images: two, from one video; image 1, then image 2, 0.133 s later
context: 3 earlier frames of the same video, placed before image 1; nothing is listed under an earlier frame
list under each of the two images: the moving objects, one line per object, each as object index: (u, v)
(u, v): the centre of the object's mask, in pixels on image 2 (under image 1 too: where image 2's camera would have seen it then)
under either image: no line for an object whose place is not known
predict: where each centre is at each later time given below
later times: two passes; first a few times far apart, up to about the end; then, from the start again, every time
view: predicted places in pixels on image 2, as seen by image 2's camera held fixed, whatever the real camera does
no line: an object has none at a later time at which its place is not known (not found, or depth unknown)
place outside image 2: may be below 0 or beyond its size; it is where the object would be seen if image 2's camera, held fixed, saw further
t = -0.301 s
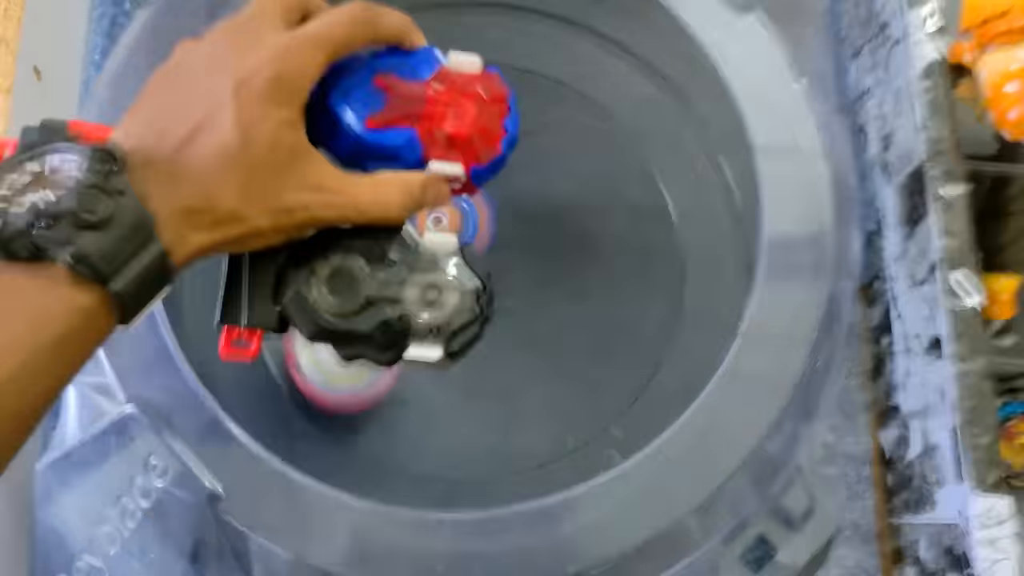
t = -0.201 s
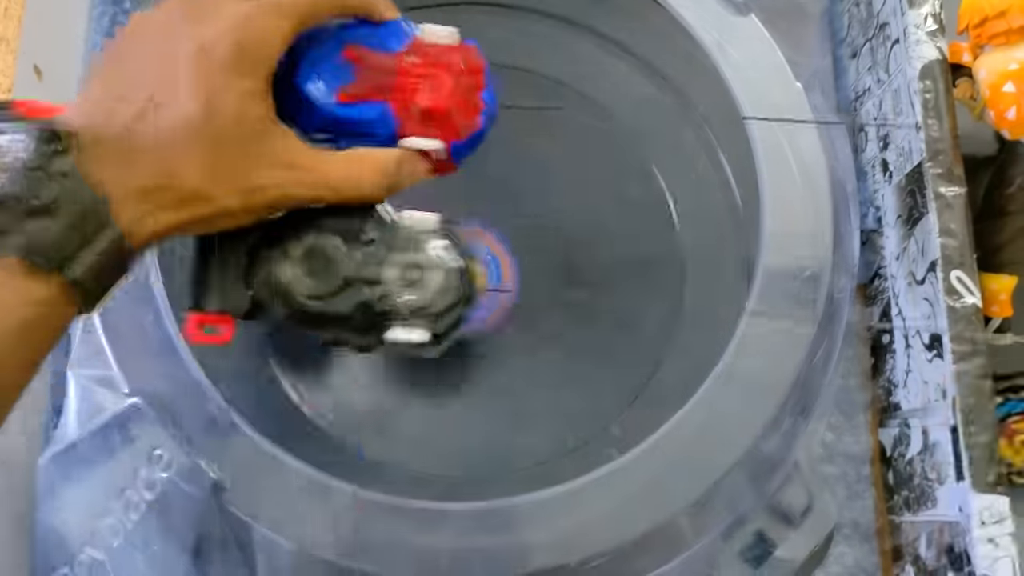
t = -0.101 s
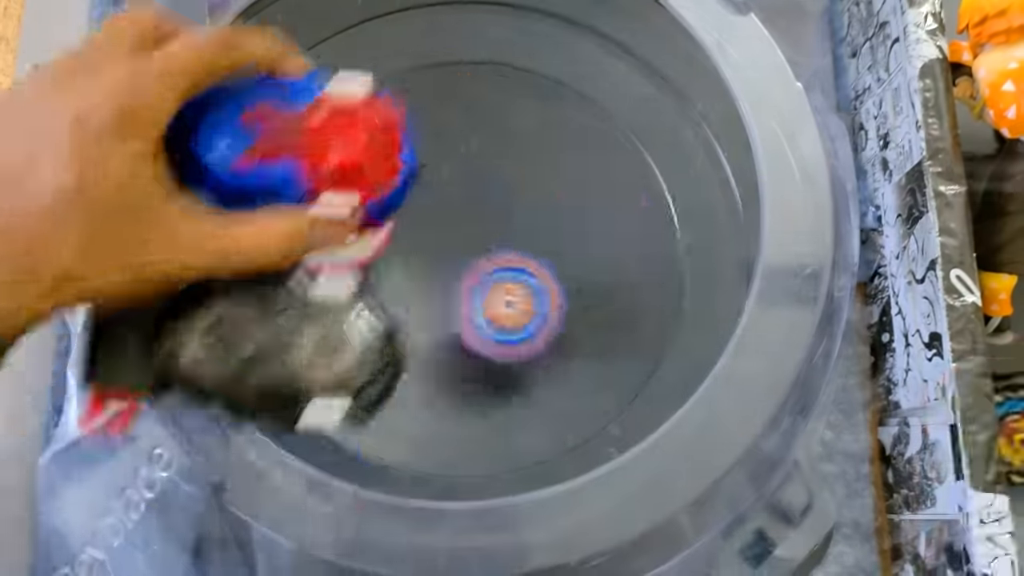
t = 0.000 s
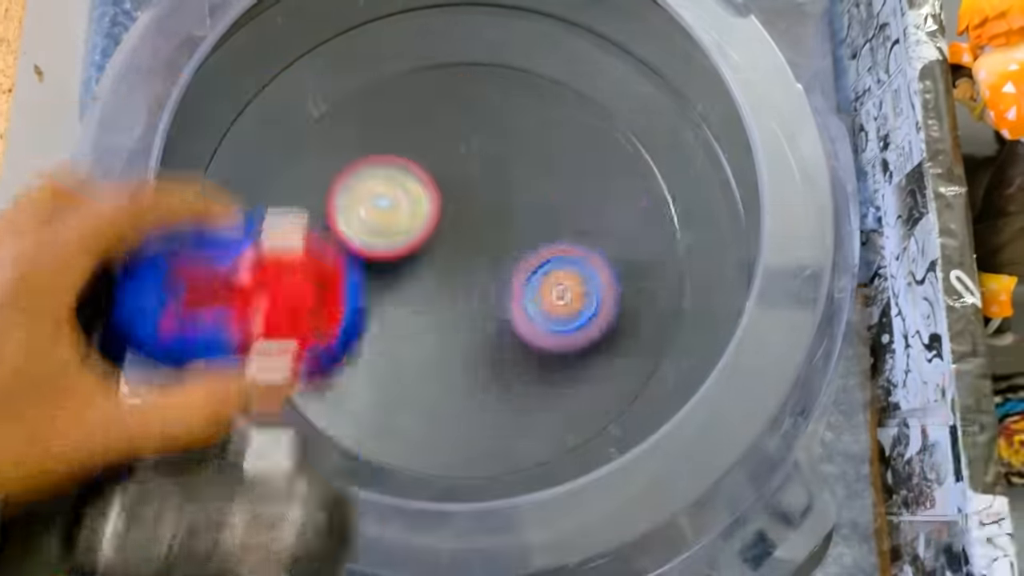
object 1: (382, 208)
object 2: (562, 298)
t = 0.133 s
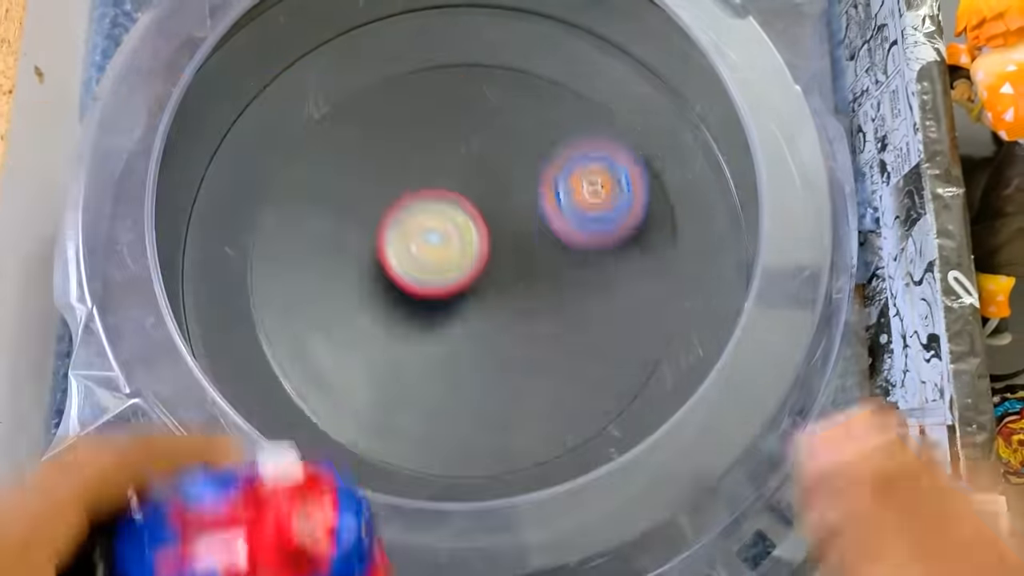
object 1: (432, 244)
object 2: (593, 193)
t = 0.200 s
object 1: (445, 274)
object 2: (558, 131)
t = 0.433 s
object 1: (531, 235)
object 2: (293, 179)
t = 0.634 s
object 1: (407, 186)
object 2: (309, 446)
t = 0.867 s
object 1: (403, 351)
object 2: (567, 478)
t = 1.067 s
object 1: (568, 322)
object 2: (720, 338)
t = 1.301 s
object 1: (530, 144)
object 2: (674, 111)
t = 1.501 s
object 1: (369, 161)
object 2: (458, 28)
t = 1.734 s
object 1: (363, 341)
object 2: (225, 121)
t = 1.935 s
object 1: (532, 368)
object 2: (249, 388)
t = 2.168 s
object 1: (591, 192)
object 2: (518, 519)
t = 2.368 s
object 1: (449, 119)
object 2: (662, 369)
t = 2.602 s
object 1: (328, 250)
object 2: (683, 142)
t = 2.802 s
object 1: (422, 380)
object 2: (538, 25)
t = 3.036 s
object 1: (597, 309)
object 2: (232, 114)
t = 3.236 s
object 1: (567, 157)
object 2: (240, 377)
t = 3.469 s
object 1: (388, 150)
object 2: (568, 467)
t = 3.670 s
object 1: (338, 292)
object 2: (721, 200)
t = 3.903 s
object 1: (492, 386)
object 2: (453, 20)
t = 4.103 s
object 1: (602, 276)
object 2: (222, 136)
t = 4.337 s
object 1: (505, 135)
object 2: (279, 422)
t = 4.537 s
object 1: (363, 179)
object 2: (572, 465)
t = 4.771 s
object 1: (371, 346)
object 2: (715, 171)
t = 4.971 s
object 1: (522, 368)
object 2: (496, 21)
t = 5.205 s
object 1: (583, 213)
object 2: (226, 127)
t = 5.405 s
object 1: (465, 135)
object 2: (234, 367)
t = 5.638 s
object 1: (341, 237)
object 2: (497, 524)
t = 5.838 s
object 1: (410, 363)
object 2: (704, 332)
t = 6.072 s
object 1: (575, 310)
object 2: (636, 53)
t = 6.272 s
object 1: (555, 169)
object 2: (381, 25)
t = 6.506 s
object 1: (399, 155)
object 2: (199, 204)
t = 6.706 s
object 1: (349, 274)
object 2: (270, 412)
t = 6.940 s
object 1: (472, 366)
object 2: (480, 522)
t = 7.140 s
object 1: (581, 281)
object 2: (628, 467)
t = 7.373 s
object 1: (507, 153)
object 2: (712, 313)
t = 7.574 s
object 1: (380, 190)
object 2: (716, 183)
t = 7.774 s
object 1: (377, 319)
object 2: (646, 74)
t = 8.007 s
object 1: (528, 347)
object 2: (508, 29)
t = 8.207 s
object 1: (571, 226)
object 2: (382, 38)
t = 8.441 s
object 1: (443, 159)
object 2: (270, 122)
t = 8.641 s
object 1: (360, 249)
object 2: (244, 253)
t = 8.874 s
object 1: (456, 354)
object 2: (396, 443)
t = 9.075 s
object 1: (564, 288)
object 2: (592, 398)
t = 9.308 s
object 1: (492, 149)
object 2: (609, 197)
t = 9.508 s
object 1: (331, 133)
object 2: (521, 160)
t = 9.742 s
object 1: (263, 246)
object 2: (385, 292)
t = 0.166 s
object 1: (439, 258)
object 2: (581, 161)
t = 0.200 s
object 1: (445, 274)
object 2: (558, 131)
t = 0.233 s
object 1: (457, 288)
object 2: (529, 110)
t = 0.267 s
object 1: (472, 295)
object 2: (490, 97)
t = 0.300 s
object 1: (490, 296)
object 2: (449, 93)
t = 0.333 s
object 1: (507, 290)
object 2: (408, 99)
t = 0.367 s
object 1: (521, 277)
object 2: (365, 117)
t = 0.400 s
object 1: (530, 258)
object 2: (327, 144)
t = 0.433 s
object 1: (531, 235)
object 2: (293, 179)
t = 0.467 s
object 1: (524, 213)
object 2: (270, 220)
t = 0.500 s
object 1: (508, 193)
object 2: (255, 268)
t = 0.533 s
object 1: (486, 180)
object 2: (251, 320)
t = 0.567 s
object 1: (460, 174)
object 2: (264, 368)
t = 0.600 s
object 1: (433, 176)
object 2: (285, 410)
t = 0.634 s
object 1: (407, 186)
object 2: (309, 446)
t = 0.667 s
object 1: (384, 203)
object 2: (324, 498)
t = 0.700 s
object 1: (368, 225)
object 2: (370, 518)
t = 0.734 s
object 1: (360, 251)
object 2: (413, 536)
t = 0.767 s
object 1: (359, 279)
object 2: (454, 548)
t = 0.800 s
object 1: (366, 306)
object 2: (487, 548)
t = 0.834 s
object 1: (382, 331)
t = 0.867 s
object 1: (403, 351)
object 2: (567, 478)
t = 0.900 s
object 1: (430, 364)
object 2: (594, 463)
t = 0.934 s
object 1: (461, 370)
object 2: (629, 441)
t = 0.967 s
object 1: (490, 368)
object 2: (658, 419)
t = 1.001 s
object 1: (519, 359)
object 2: (684, 394)
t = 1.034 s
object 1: (547, 343)
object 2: (706, 367)
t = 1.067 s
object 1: (568, 322)
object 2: (720, 338)
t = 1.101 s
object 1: (582, 295)
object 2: (732, 304)
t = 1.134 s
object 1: (590, 267)
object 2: (740, 270)
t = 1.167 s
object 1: (590, 238)
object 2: (742, 235)
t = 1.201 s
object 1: (583, 209)
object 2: (740, 198)
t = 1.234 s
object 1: (571, 183)
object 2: (726, 164)
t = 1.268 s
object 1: (552, 160)
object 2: (703, 137)
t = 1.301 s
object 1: (530, 144)
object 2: (674, 111)
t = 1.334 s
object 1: (505, 133)
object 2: (639, 88)
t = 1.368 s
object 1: (476, 127)
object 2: (601, 69)
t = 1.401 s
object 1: (447, 127)
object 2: (567, 51)
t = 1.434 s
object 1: (419, 133)
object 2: (531, 41)
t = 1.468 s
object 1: (392, 144)
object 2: (493, 33)
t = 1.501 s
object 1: (369, 161)
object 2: (458, 28)
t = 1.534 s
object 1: (351, 181)
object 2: (422, 24)
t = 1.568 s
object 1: (338, 206)
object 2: (384, 21)
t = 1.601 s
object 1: (331, 234)
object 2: (348, 26)
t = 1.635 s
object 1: (328, 262)
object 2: (315, 36)
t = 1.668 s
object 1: (333, 290)
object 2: (284, 56)
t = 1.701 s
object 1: (345, 317)
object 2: (253, 87)
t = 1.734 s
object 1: (363, 341)
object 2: (225, 121)
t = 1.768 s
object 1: (384, 361)
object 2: (208, 169)
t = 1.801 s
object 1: (411, 374)
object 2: (197, 216)
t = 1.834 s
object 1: (441, 382)
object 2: (199, 263)
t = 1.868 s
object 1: (471, 384)
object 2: (207, 308)
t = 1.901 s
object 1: (502, 379)
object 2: (225, 352)
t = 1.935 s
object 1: (532, 368)
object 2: (249, 388)
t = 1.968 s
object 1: (557, 351)
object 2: (272, 425)
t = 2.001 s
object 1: (578, 330)
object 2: (296, 472)
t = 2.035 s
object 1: (593, 304)
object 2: (337, 496)
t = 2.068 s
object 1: (602, 276)
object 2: (384, 515)
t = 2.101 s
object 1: (604, 247)
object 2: (432, 525)
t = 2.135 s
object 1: (600, 219)
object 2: (477, 524)
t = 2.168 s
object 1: (591, 192)
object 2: (518, 519)
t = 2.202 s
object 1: (576, 168)
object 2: (555, 505)
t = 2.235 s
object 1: (556, 148)
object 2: (587, 485)
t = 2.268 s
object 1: (532, 133)
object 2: (611, 460)
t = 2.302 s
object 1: (505, 122)
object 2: (624, 418)
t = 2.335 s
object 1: (478, 118)
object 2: (645, 395)
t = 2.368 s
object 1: (449, 119)
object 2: (662, 369)
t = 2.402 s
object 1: (421, 125)
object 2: (678, 340)
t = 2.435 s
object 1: (397, 136)
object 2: (689, 307)
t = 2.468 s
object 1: (373, 152)
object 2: (696, 275)
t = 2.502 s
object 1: (354, 172)
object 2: (697, 241)
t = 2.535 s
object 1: (340, 196)
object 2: (695, 208)
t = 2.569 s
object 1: (332, 223)
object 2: (691, 172)
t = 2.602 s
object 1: (328, 250)
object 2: (683, 142)
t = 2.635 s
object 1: (331, 277)
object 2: (672, 112)
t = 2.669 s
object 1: (339, 304)
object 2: (659, 81)
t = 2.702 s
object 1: (353, 331)
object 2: (641, 53)
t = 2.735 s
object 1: (372, 352)
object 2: (614, 38)
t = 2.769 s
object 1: (395, 369)
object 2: (577, 31)
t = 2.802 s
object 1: (422, 380)
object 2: (538, 25)
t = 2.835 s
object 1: (452, 387)
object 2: (489, 21)
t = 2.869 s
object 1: (480, 387)
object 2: (437, 21)
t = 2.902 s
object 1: (510, 382)
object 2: (390, 25)
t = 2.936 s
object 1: (537, 371)
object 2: (342, 34)
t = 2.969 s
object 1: (562, 355)
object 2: (298, 48)
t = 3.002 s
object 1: (583, 334)
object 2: (262, 77)
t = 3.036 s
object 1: (597, 309)
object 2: (232, 114)
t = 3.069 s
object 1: (605, 283)
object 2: (212, 157)
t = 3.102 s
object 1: (609, 255)
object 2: (199, 203)
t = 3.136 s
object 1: (606, 228)
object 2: (198, 250)
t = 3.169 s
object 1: (597, 202)
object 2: (204, 294)
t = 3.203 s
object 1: (584, 177)
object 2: (218, 337)
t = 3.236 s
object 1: (567, 157)
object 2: (240, 377)
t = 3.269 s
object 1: (544, 141)
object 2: (268, 409)
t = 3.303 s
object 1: (519, 131)
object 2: (302, 440)
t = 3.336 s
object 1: (493, 125)
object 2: (345, 464)
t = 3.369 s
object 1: (465, 123)
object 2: (388, 516)
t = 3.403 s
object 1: (439, 128)
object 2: (450, 528)
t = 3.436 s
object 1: (413, 137)
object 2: (510, 525)
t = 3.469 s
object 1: (388, 150)
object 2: (568, 467)
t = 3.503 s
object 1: (368, 167)
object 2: (617, 439)
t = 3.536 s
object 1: (352, 189)
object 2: (660, 402)
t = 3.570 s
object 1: (341, 213)
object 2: (692, 358)
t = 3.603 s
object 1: (335, 239)
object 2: (716, 304)
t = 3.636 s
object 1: (333, 264)
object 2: (724, 257)
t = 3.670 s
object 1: (338, 292)
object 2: (721, 200)
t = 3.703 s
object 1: (349, 318)
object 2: (704, 146)
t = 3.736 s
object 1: (364, 341)
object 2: (678, 99)
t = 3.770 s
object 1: (384, 360)
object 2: (639, 56)
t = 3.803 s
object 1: (408, 375)
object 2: (599, 36)
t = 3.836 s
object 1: (435, 384)
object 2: (550, 27)
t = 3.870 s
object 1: (462, 388)
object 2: (499, 21)
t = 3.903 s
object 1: (492, 386)
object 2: (453, 20)
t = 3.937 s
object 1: (520, 377)
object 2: (404, 23)
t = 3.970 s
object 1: (546, 365)
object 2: (356, 30)
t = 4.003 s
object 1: (568, 347)
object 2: (318, 41)
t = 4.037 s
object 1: (585, 327)
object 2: (277, 63)
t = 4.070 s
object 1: (596, 301)
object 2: (245, 98)
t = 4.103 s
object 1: (602, 276)
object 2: (222, 136)
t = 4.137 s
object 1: (602, 249)
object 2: (206, 178)
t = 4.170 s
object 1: (597, 223)
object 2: (198, 221)
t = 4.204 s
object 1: (587, 198)
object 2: (198, 266)
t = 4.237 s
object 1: (572, 176)
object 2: (207, 309)
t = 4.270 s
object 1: (552, 158)
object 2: (225, 351)
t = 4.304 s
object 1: (530, 145)
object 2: (249, 389)
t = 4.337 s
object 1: (505, 135)
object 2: (279, 422)
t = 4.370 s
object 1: (478, 131)
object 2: (317, 451)
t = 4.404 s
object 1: (453, 132)
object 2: (349, 504)
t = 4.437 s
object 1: (428, 138)
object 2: (407, 525)
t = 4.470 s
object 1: (403, 148)
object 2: (459, 529)
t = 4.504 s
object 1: (381, 162)
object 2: (519, 521)
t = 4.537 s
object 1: (363, 179)
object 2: (572, 465)
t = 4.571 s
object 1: (349, 202)
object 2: (615, 440)
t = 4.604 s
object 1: (340, 225)
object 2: (658, 404)
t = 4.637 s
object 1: (336, 251)
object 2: (687, 364)
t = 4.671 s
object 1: (336, 277)
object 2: (711, 318)
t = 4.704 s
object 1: (343, 303)
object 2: (723, 270)
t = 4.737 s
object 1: (355, 325)
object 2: (724, 221)
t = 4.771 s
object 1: (371, 346)
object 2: (715, 171)
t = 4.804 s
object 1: (392, 363)
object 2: (695, 125)
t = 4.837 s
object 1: (416, 374)
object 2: (667, 84)
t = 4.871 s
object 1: (443, 381)
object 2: (630, 50)
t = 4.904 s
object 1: (471, 383)
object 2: (590, 34)
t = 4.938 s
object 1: (497, 378)
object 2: (545, 25)
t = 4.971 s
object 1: (522, 368)
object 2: (496, 21)
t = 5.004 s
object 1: (546, 354)
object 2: (450, 20)
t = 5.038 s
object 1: (566, 336)
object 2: (404, 23)
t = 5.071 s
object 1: (580, 313)
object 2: (359, 29)
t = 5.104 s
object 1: (589, 288)
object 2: (321, 40)
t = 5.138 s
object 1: (592, 264)
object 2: (284, 59)
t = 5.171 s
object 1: (591, 238)
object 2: (250, 91)
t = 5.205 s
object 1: (583, 213)
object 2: (226, 127)
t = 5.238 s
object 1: (572, 190)
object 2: (210, 165)
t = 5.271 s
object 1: (556, 171)
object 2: (199, 207)
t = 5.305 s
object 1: (537, 155)
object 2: (197, 246)
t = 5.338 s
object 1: (514, 144)
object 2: (202, 288)
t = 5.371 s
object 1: (489, 137)
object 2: (214, 329)
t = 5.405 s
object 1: (465, 135)
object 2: (234, 367)
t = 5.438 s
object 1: (440, 138)
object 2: (257, 399)
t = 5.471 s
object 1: (416, 145)
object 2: (271, 447)
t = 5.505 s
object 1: (393, 156)
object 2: (302, 478)
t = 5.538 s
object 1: (373, 171)
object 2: (351, 501)
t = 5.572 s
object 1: (358, 190)
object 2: (397, 519)
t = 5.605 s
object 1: (347, 212)
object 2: (447, 527)
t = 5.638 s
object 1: (341, 237)
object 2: (497, 524)
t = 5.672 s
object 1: (339, 262)
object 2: (551, 513)
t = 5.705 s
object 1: (344, 287)
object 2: (602, 491)
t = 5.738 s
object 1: (353, 310)
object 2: (643, 462)
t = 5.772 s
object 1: (368, 332)
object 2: (680, 427)
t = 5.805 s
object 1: (387, 350)
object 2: (707, 383)
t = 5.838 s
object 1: (410, 363)
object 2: (704, 332)
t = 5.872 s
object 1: (436, 371)
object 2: (731, 289)
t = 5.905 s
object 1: (464, 374)
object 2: (725, 249)
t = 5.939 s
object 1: (490, 371)
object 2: (723, 205)
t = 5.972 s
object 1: (516, 362)
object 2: (713, 162)
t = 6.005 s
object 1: (540, 349)
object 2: (694, 121)
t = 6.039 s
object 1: (560, 332)
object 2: (667, 84)
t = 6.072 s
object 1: (575, 310)
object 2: (636, 53)
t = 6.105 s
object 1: (584, 286)
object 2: (600, 36)
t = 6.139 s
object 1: (588, 262)
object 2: (557, 26)
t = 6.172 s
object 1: (588, 235)
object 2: (514, 21)
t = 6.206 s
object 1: (581, 211)
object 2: (468, 20)
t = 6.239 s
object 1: (570, 189)
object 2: (423, 21)
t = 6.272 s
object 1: (555, 169)
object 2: (381, 25)
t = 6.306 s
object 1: (536, 154)
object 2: (341, 33)
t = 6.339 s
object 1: (514, 144)
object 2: (303, 46)
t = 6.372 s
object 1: (491, 137)
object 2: (271, 72)
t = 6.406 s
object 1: (467, 135)
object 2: (244, 99)
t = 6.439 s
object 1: (443, 138)
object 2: (223, 133)
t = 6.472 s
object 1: (420, 144)
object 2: (208, 168)
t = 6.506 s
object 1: (399, 155)
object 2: (199, 204)
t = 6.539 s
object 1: (380, 168)
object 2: (197, 244)
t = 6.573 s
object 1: (366, 186)
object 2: (201, 283)
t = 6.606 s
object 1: (356, 206)
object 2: (210, 318)
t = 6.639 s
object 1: (350, 228)
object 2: (224, 352)
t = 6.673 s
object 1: (347, 251)
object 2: (245, 386)
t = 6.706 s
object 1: (349, 274)
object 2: (270, 412)
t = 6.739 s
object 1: (357, 296)
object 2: (279, 459)
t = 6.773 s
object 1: (368, 317)
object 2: (309, 479)
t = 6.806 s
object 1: (384, 337)
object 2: (343, 500)
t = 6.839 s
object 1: (403, 349)
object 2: (381, 514)
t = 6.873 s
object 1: (424, 359)
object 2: (417, 522)
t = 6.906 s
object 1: (448, 365)
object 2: (450, 524)
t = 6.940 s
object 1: (472, 366)
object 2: (480, 522)
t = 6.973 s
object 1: (497, 363)
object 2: (507, 519)
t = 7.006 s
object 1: (521, 354)
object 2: (534, 514)
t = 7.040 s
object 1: (542, 342)
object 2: (561, 504)
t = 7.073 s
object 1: (561, 324)
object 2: (584, 494)
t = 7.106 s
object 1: (574, 303)
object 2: (606, 481)
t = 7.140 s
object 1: (581, 281)
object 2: (628, 467)
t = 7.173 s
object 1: (584, 258)
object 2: (649, 451)
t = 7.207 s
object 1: (582, 235)
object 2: (668, 431)
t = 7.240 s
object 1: (575, 214)
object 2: (684, 413)
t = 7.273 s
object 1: (563, 192)
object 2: (698, 388)
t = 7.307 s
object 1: (548, 175)
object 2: (692, 354)
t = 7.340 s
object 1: (529, 162)
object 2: (702, 335)
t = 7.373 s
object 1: (507, 153)
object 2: (712, 313)
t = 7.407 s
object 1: (485, 148)
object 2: (718, 293)
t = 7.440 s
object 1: (460, 148)
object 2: (722, 271)
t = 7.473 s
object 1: (438, 153)
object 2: (724, 249)
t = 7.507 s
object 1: (417, 161)
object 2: (724, 226)
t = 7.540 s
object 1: (397, 174)
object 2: (721, 205)
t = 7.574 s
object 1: (380, 190)
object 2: (716, 183)
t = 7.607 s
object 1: (368, 209)
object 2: (710, 163)
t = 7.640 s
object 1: (361, 231)
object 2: (701, 143)
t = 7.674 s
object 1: (358, 254)
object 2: (689, 124)
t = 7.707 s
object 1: (359, 277)
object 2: (677, 107)
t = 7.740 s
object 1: (365, 298)
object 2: (662, 89)
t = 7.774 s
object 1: (377, 319)
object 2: (646, 74)
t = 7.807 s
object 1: (393, 336)
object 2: (630, 60)
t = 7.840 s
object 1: (412, 350)
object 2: (610, 48)
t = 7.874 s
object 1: (435, 359)
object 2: (591, 42)
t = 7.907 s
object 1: (458, 364)
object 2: (572, 37)
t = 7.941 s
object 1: (482, 363)
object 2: (551, 33)
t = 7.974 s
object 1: (506, 357)
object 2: (530, 31)
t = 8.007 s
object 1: (528, 347)
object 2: (508, 29)
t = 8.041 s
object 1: (547, 333)
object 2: (486, 28)
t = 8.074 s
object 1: (561, 315)
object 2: (464, 28)
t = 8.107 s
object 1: (571, 294)
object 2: (444, 29)
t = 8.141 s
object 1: (576, 271)
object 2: (423, 31)
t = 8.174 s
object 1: (576, 247)
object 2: (402, 33)
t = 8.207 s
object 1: (571, 226)
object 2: (382, 38)
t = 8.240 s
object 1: (562, 205)
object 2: (362, 43)
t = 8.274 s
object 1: (548, 187)
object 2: (345, 50)
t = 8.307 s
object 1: (531, 174)
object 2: (328, 61)
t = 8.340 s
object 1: (511, 163)
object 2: (311, 75)
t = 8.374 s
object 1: (488, 157)
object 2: (297, 88)
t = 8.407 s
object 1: (466, 155)
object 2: (283, 104)
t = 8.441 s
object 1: (443, 159)
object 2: (270, 122)
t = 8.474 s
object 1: (421, 166)
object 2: (261, 142)
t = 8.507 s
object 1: (401, 176)
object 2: (252, 161)
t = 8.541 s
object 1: (385, 191)
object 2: (246, 183)
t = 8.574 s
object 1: (371, 209)
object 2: (242, 203)
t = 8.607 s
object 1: (364, 228)
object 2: (241, 224)
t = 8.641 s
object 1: (360, 249)
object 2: (244, 253)
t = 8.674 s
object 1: (363, 272)
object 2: (251, 285)
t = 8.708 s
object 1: (370, 293)
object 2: (257, 318)
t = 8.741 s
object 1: (381, 311)
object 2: (273, 350)
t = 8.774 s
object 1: (396, 328)
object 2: (297, 385)
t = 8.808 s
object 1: (415, 341)
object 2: (329, 415)
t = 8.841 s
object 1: (433, 350)
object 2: (360, 431)
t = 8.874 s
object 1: (456, 354)
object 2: (396, 443)
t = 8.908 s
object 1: (480, 354)
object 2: (433, 451)
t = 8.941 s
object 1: (503, 348)
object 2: (466, 453)
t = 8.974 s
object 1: (525, 339)
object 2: (501, 449)
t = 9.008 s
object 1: (542, 325)
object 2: (536, 438)
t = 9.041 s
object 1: (556, 309)
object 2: (565, 422)
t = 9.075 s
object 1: (564, 288)
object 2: (592, 398)
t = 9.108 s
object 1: (569, 266)
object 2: (613, 366)
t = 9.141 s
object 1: (567, 241)
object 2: (626, 334)
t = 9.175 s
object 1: (561, 215)
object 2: (635, 306)
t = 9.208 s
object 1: (551, 195)
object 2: (636, 276)
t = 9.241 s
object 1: (537, 178)
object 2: (631, 244)
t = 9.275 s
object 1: (519, 164)
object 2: (616, 216)
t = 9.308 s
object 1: (492, 149)
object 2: (609, 197)
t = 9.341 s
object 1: (451, 130)
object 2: (608, 189)
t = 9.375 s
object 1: (418, 120)
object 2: (601, 180)
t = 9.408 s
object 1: (391, 116)
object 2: (587, 171)
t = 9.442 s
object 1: (368, 119)
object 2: (568, 164)
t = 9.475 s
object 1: (348, 124)
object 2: (545, 160)
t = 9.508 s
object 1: (331, 133)
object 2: (521, 160)
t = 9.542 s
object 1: (313, 144)
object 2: (494, 167)
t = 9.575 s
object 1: (298, 156)
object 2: (468, 179)
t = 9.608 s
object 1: (286, 171)
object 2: (442, 194)
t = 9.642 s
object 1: (275, 188)
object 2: (419, 216)
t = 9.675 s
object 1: (267, 206)
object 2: (402, 240)
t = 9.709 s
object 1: (263, 225)
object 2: (390, 265)
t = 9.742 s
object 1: (263, 246)
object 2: (385, 292)
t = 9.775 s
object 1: (266, 267)
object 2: (388, 319)
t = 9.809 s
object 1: (274, 286)
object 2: (398, 343)
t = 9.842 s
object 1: (287, 305)
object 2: (413, 364)
